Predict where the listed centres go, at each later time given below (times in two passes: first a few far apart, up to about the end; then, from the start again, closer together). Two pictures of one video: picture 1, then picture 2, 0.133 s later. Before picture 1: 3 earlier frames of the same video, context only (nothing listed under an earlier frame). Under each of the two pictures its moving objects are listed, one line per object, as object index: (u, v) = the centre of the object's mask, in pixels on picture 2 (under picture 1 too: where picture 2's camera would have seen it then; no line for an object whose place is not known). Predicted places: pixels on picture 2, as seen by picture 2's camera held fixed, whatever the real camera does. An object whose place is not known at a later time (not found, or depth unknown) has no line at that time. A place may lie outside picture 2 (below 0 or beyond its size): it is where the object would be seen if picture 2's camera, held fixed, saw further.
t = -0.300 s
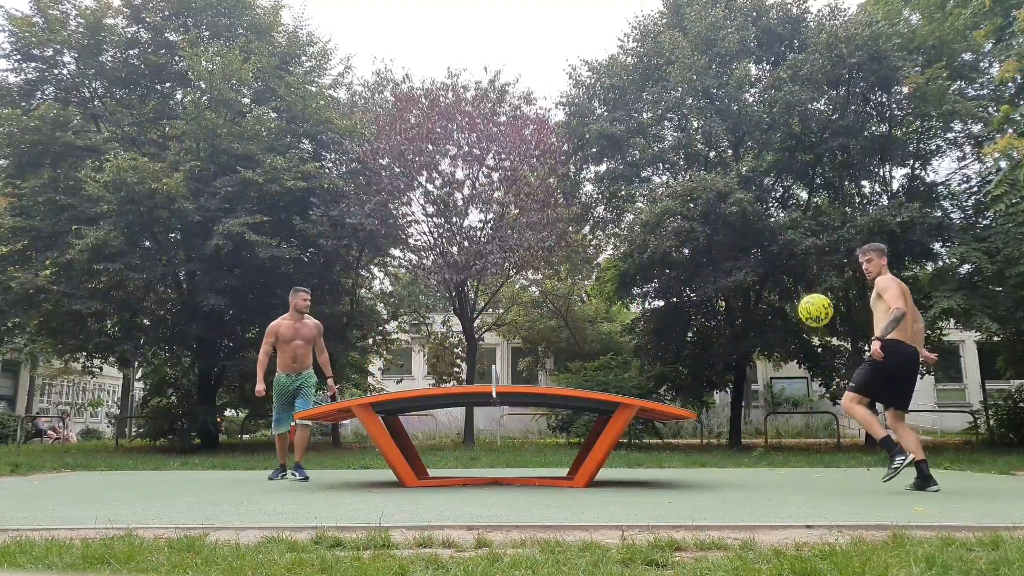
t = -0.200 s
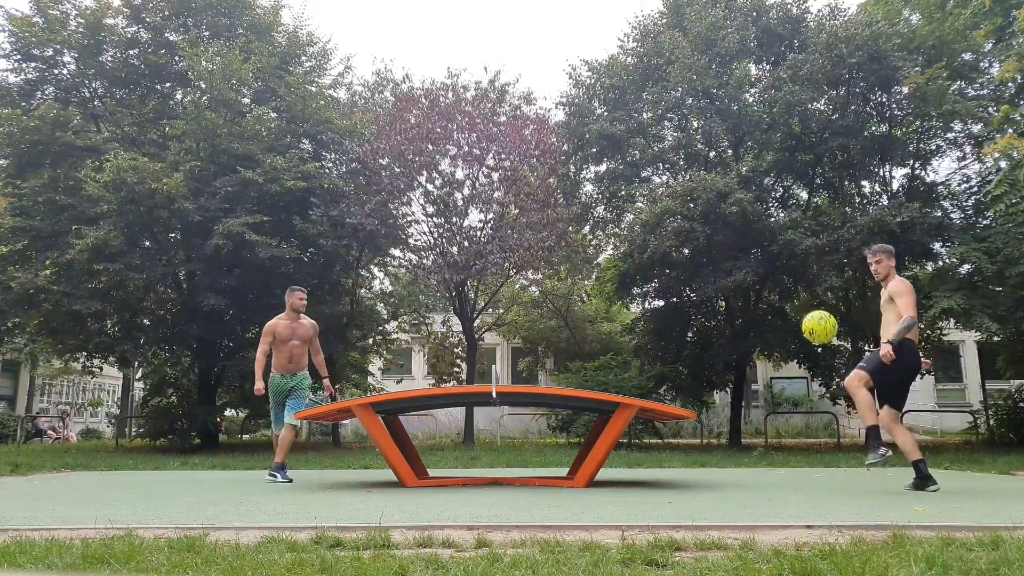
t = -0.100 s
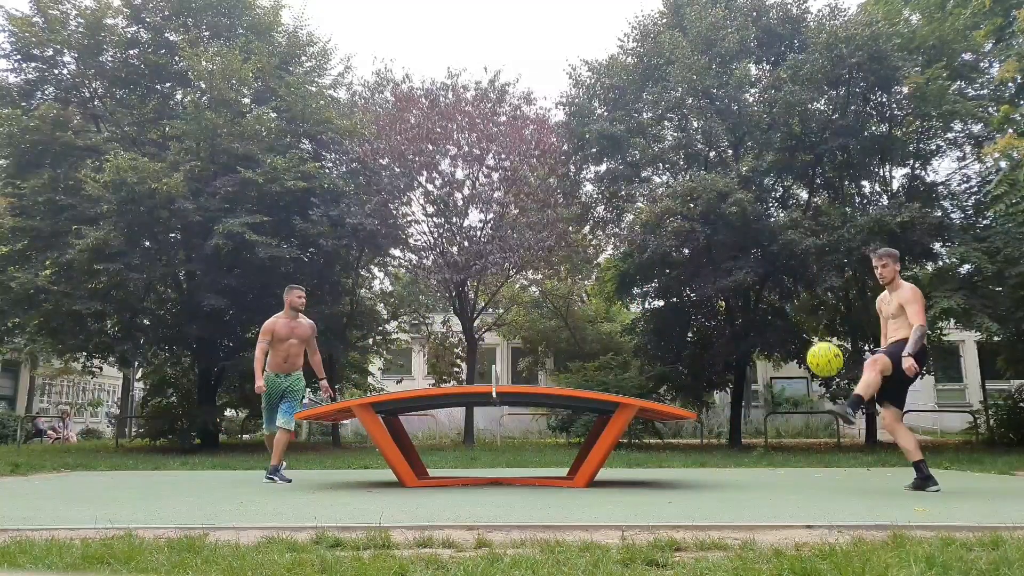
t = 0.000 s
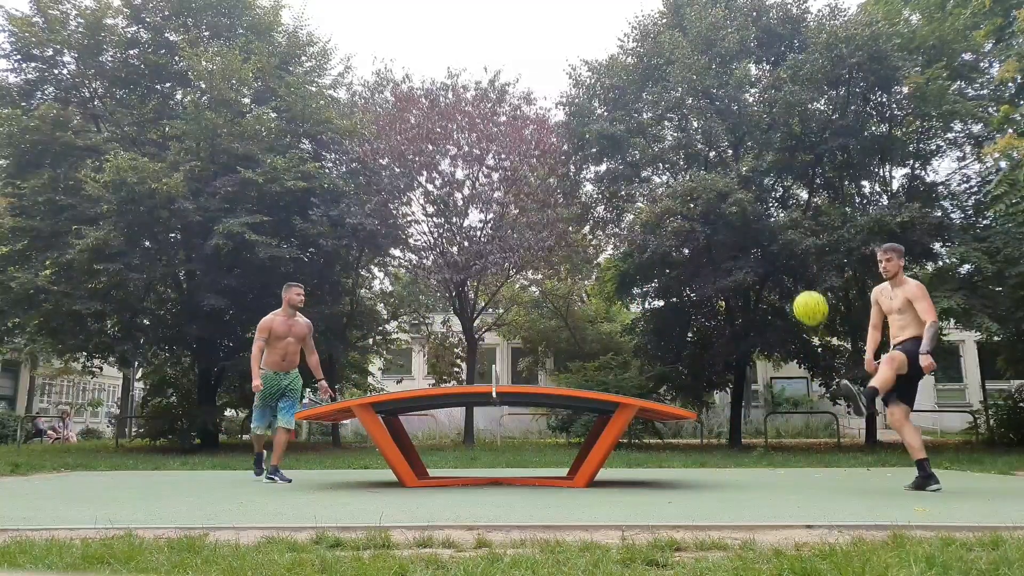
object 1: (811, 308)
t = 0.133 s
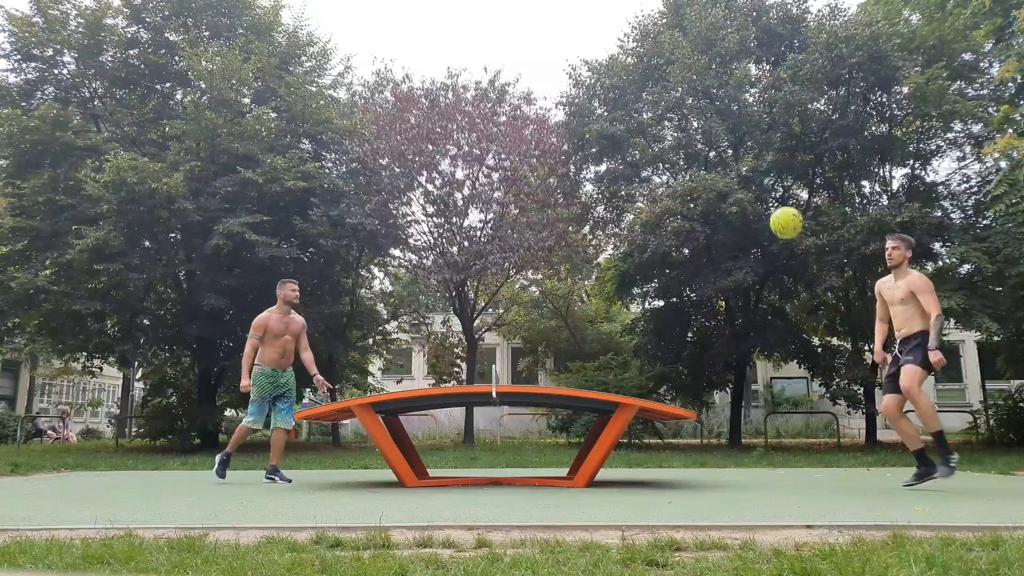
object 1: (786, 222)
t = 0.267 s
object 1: (767, 168)
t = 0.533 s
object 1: (736, 132)
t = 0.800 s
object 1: (715, 177)
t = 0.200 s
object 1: (776, 191)
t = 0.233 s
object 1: (771, 179)
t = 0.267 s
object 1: (767, 168)
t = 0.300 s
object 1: (762, 158)
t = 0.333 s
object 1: (758, 151)
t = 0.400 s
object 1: (750, 138)
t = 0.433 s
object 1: (747, 135)
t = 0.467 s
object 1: (743, 132)
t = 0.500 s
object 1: (739, 132)
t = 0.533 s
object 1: (736, 132)
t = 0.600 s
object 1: (731, 136)
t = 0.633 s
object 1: (728, 140)
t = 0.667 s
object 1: (725, 144)
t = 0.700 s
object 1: (722, 151)
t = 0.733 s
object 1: (720, 158)
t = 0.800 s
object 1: (715, 177)
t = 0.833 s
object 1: (713, 188)
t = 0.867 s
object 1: (711, 201)
